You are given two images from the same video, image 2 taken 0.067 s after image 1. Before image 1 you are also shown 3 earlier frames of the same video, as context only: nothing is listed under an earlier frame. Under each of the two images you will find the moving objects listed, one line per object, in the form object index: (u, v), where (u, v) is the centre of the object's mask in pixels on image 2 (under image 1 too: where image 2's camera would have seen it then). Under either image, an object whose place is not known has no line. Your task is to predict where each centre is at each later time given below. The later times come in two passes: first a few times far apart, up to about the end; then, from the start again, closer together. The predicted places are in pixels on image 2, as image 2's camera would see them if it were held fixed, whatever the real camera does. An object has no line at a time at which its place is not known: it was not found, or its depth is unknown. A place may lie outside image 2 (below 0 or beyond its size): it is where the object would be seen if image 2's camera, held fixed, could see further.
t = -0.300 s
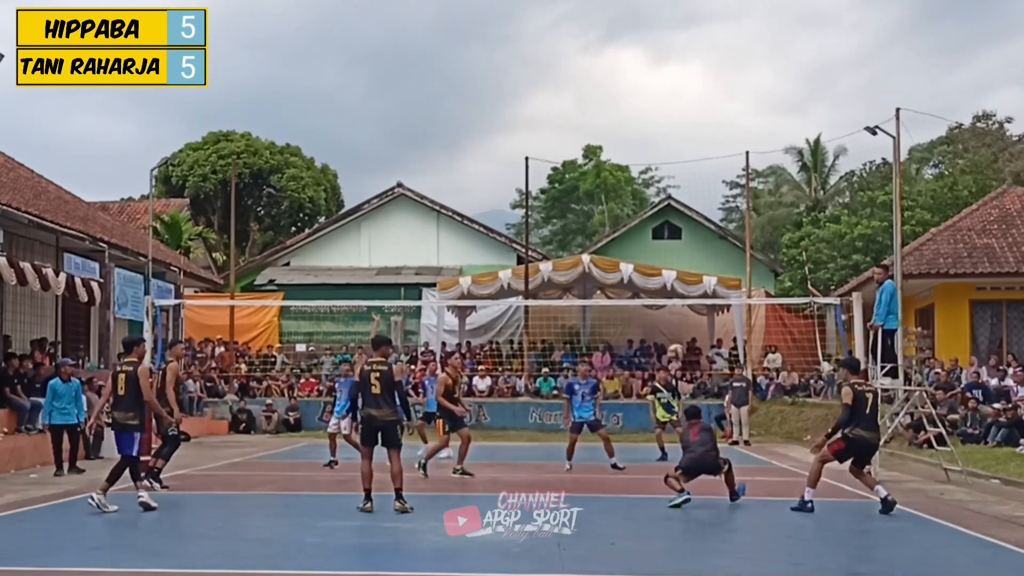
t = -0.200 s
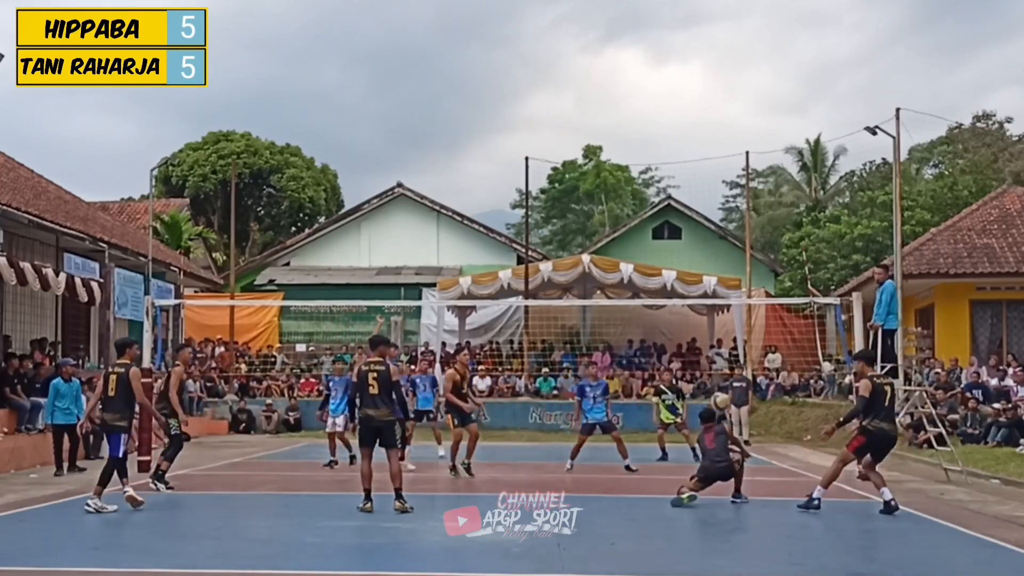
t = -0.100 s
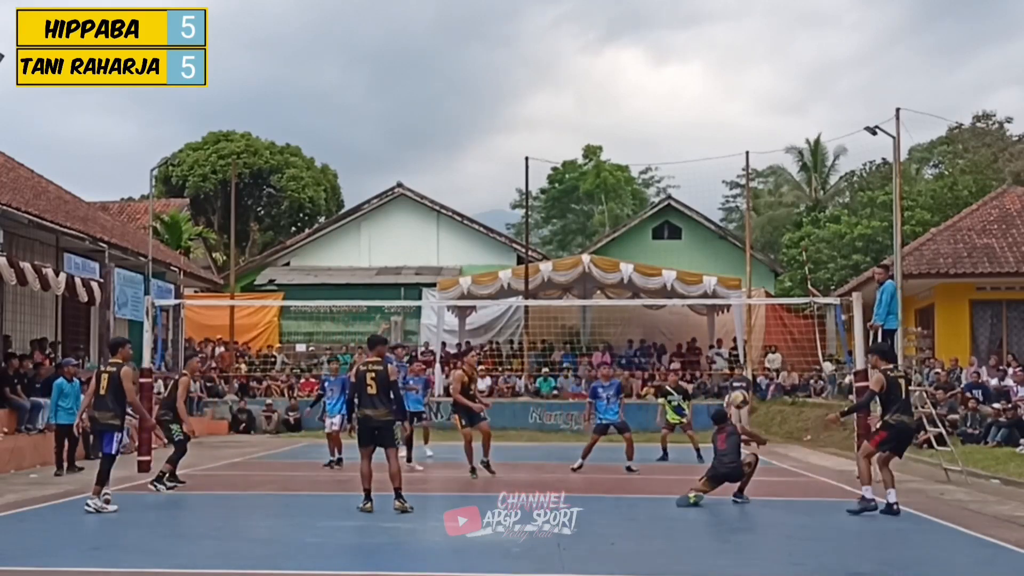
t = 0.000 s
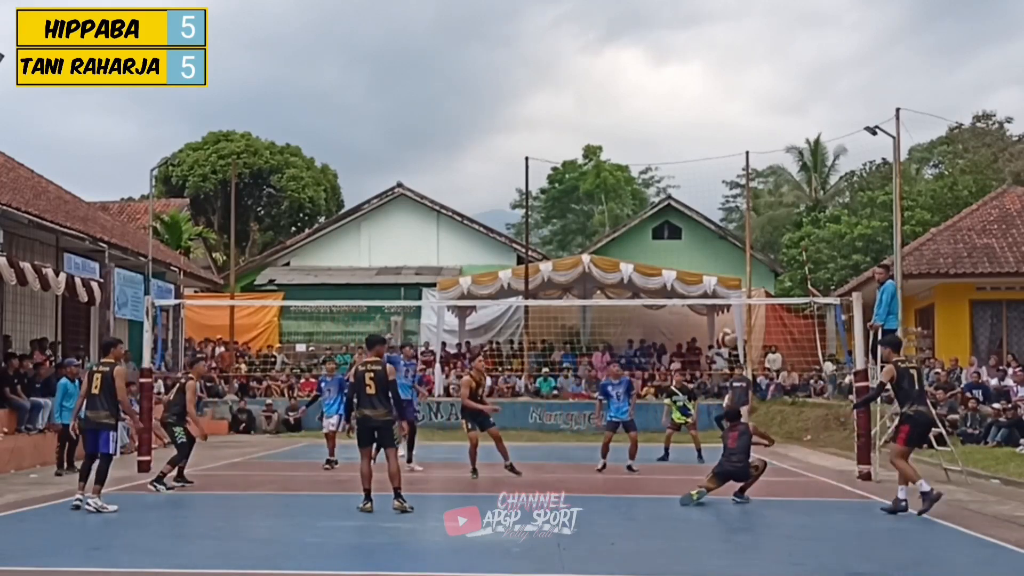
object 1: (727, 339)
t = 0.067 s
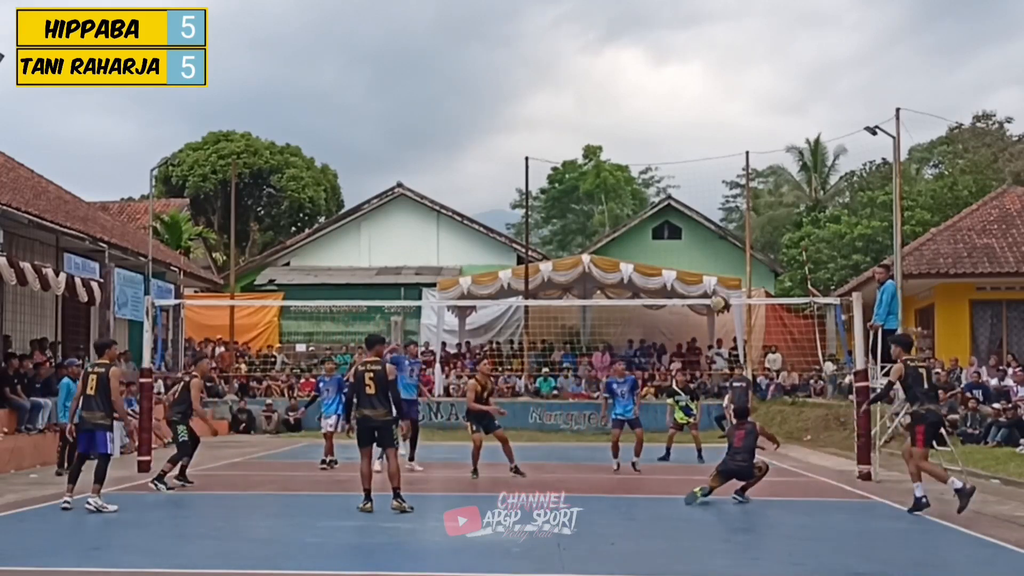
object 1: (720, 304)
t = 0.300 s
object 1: (694, 213)
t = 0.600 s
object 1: (663, 168)
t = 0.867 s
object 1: (638, 188)
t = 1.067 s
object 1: (617, 239)
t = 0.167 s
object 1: (709, 259)
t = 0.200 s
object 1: (705, 245)
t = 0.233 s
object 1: (701, 233)
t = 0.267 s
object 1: (698, 222)
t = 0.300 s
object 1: (694, 213)
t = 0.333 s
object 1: (691, 204)
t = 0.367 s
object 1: (687, 196)
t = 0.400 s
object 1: (684, 190)
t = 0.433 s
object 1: (680, 184)
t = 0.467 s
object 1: (677, 179)
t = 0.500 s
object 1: (673, 175)
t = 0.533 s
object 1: (670, 171)
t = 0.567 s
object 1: (666, 169)
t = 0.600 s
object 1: (663, 168)
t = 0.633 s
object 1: (660, 167)
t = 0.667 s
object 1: (657, 168)
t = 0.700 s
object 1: (653, 169)
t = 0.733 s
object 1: (649, 171)
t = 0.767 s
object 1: (646, 175)
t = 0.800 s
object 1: (645, 177)
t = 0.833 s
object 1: (640, 183)
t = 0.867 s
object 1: (638, 188)
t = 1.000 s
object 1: (623, 219)
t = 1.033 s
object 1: (620, 229)
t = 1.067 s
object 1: (617, 239)
